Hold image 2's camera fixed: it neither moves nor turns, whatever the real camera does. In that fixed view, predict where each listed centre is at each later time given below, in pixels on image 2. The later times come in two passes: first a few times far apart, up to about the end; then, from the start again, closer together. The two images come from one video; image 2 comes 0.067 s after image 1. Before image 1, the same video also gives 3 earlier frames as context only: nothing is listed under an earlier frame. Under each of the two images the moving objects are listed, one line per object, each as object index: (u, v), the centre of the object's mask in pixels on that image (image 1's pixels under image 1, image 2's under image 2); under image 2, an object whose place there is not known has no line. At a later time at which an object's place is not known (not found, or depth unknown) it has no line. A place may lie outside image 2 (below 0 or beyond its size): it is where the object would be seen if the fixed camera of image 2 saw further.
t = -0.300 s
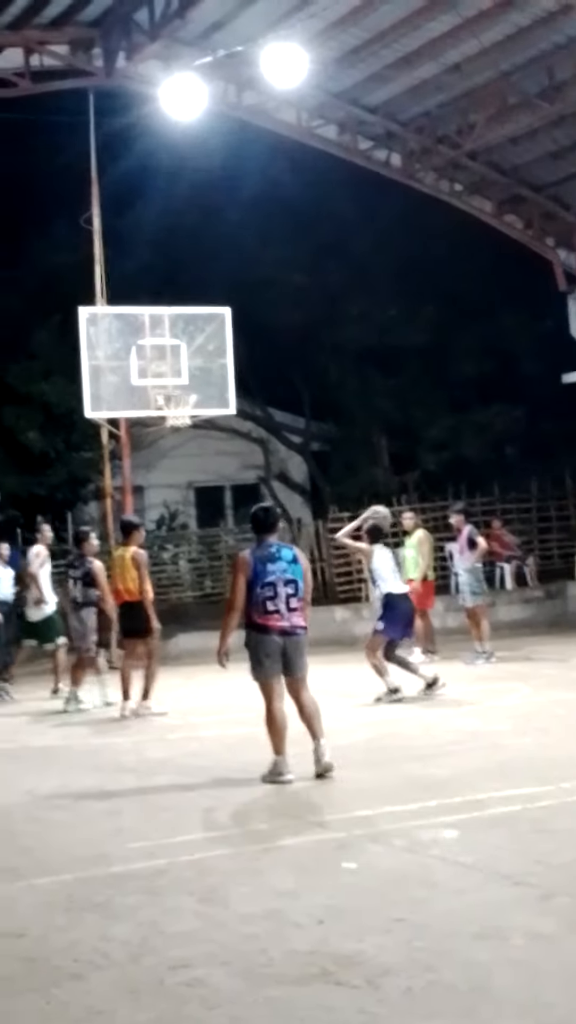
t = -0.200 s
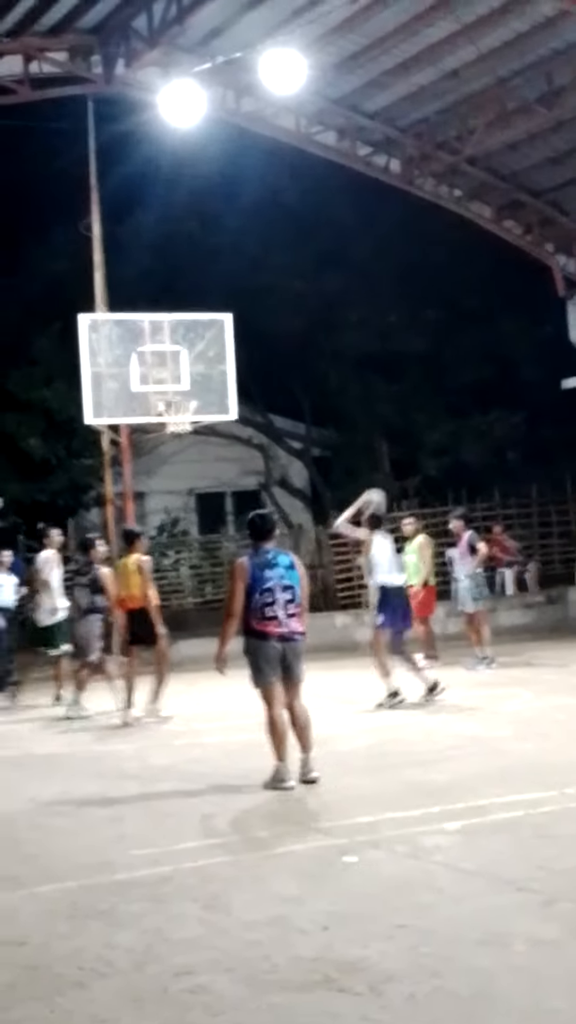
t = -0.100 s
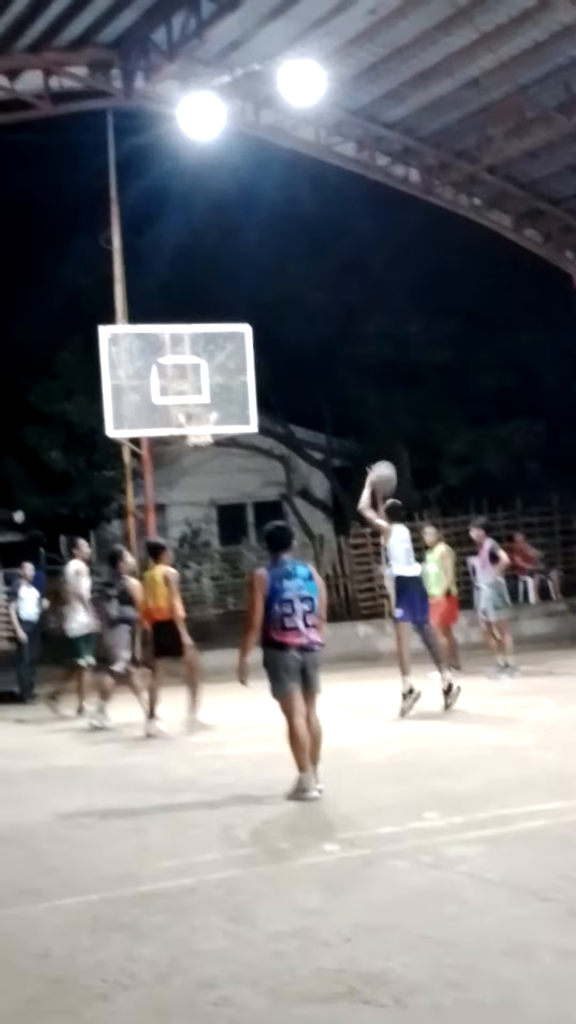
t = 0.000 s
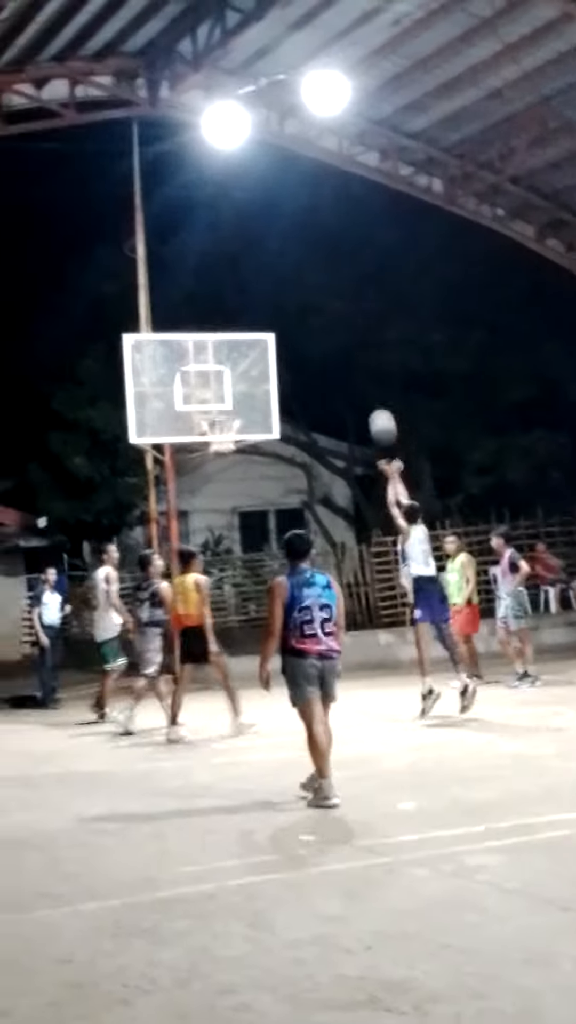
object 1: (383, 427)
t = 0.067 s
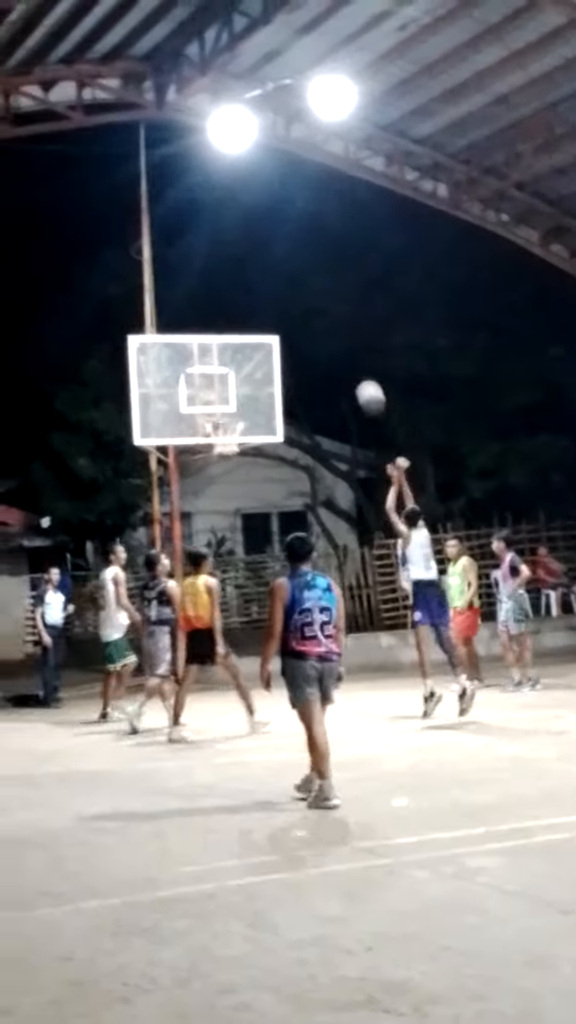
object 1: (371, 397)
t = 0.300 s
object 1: (324, 322)
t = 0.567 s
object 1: (280, 311)
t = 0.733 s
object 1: (259, 332)
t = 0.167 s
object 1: (346, 358)
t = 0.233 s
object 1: (340, 335)
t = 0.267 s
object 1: (334, 327)
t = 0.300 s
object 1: (324, 322)
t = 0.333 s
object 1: (315, 317)
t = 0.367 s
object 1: (310, 314)
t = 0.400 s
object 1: (305, 310)
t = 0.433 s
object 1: (300, 308)
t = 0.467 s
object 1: (295, 308)
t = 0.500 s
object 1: (289, 308)
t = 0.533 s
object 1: (284, 309)
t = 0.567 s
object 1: (280, 311)
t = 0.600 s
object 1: (275, 314)
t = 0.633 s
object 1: (269, 319)
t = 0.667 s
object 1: (265, 323)
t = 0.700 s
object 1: (262, 326)
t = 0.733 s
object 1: (259, 332)
